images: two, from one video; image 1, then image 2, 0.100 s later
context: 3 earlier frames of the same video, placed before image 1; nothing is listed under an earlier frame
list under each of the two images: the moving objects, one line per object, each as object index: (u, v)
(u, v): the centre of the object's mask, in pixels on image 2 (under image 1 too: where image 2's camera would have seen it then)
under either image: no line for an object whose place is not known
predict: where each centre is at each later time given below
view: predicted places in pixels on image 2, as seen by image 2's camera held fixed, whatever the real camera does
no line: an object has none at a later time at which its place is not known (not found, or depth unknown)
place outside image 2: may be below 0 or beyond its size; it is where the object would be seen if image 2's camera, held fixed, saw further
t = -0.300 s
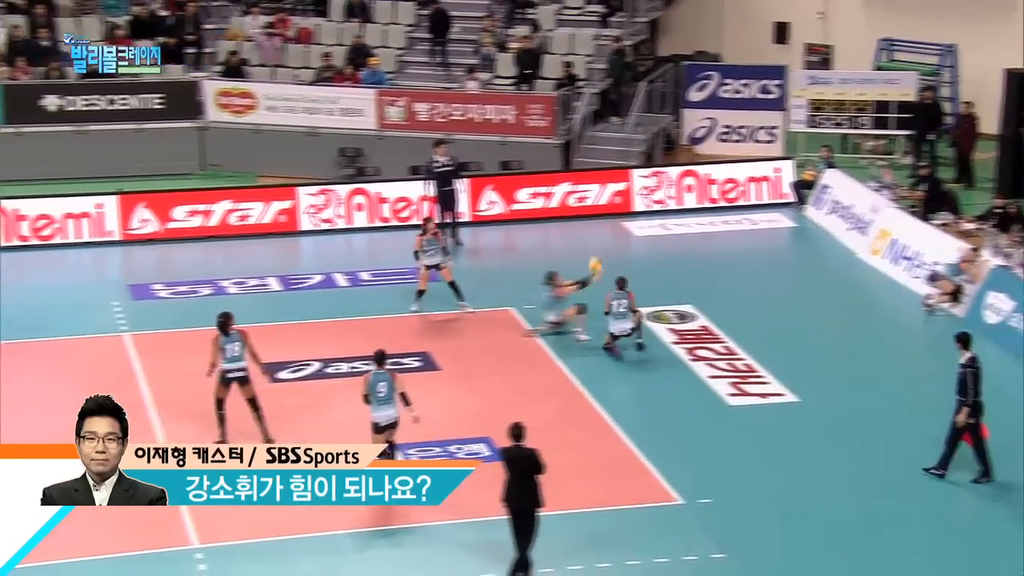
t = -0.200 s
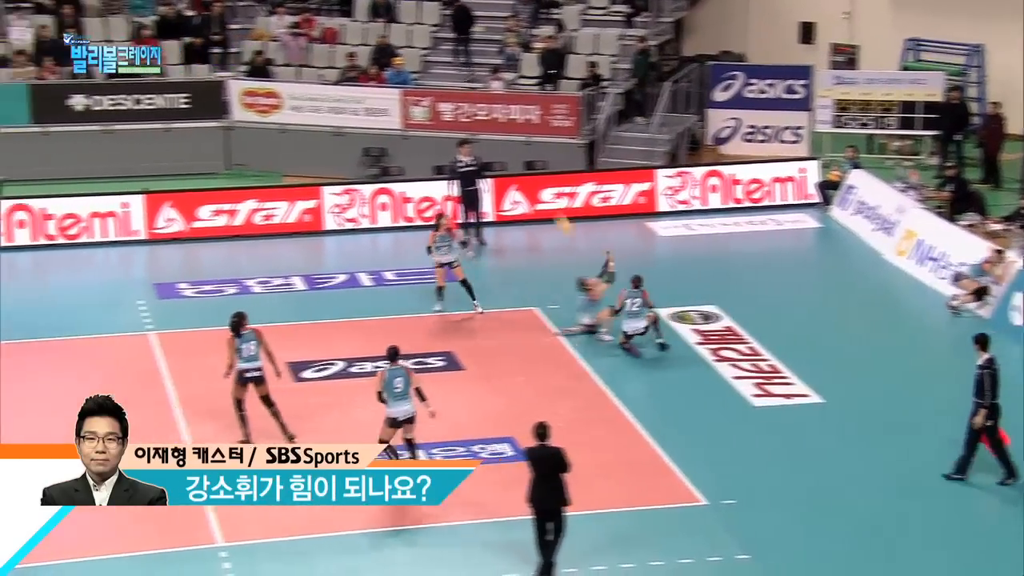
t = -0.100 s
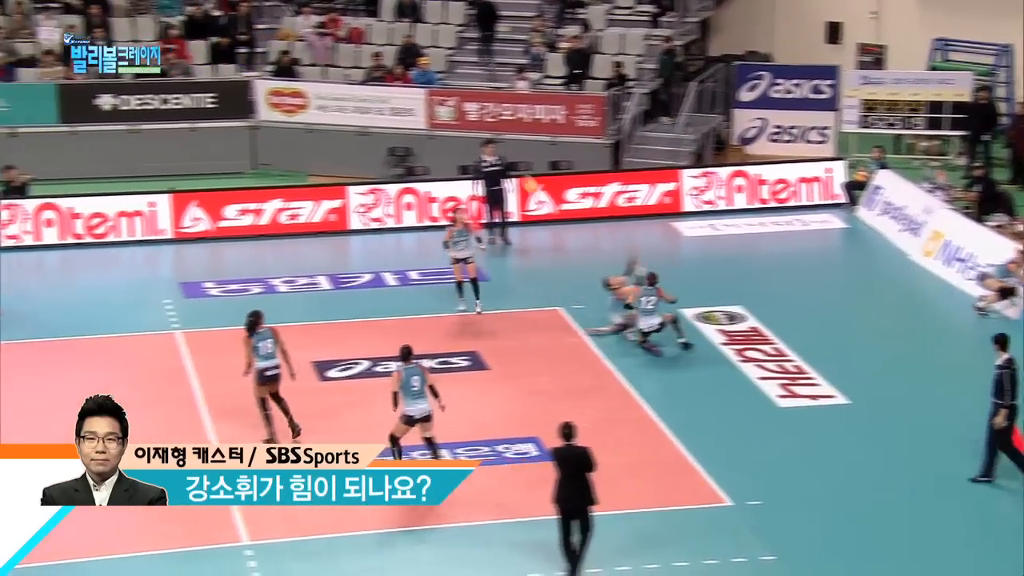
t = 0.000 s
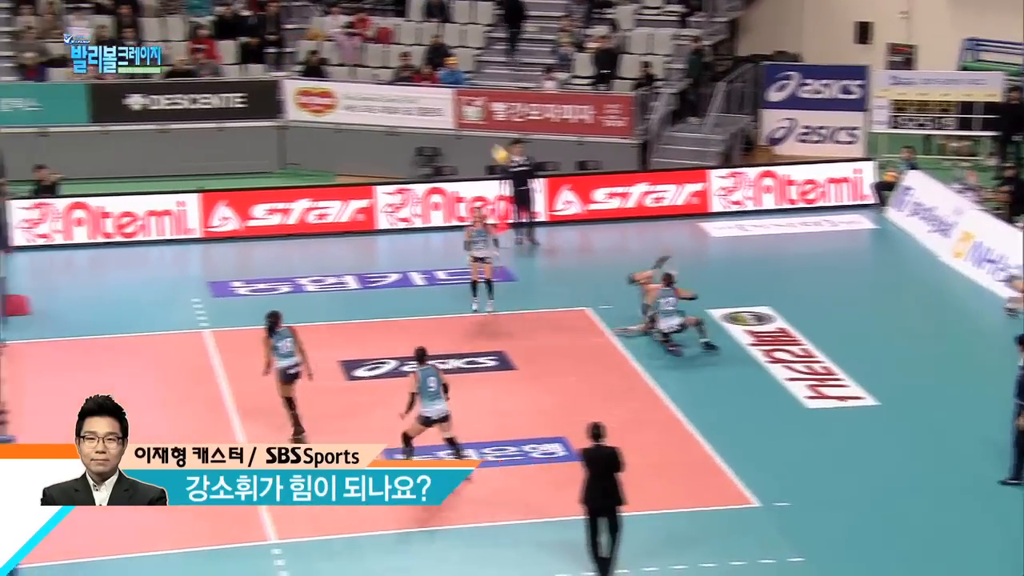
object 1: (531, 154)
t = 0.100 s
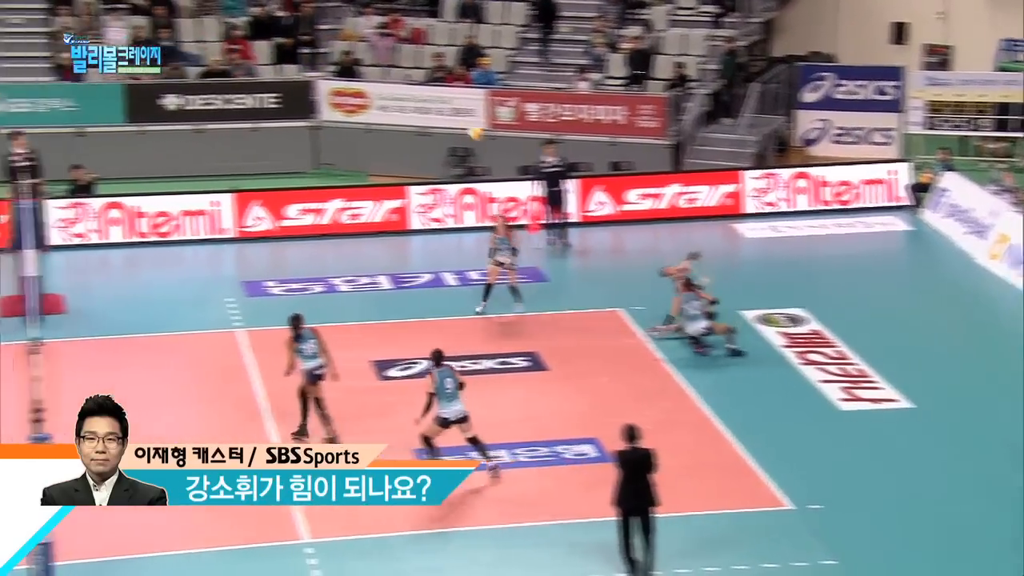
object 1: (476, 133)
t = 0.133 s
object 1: (456, 124)
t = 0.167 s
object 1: (437, 120)
